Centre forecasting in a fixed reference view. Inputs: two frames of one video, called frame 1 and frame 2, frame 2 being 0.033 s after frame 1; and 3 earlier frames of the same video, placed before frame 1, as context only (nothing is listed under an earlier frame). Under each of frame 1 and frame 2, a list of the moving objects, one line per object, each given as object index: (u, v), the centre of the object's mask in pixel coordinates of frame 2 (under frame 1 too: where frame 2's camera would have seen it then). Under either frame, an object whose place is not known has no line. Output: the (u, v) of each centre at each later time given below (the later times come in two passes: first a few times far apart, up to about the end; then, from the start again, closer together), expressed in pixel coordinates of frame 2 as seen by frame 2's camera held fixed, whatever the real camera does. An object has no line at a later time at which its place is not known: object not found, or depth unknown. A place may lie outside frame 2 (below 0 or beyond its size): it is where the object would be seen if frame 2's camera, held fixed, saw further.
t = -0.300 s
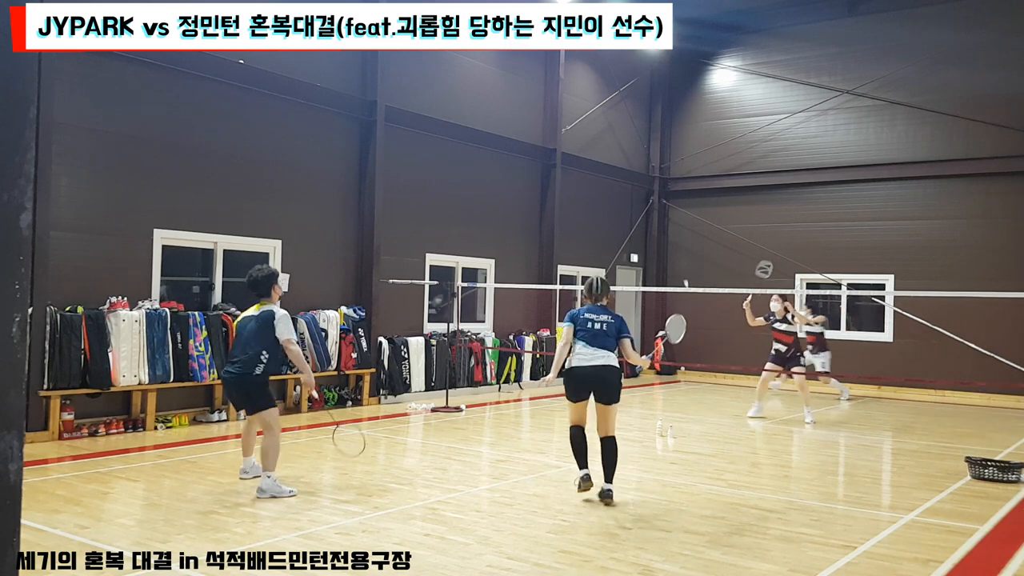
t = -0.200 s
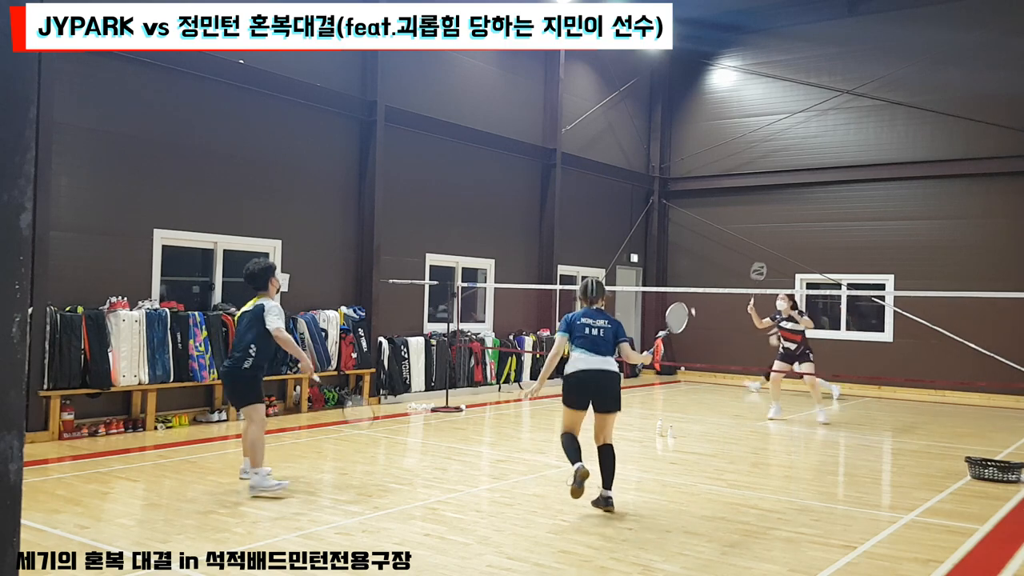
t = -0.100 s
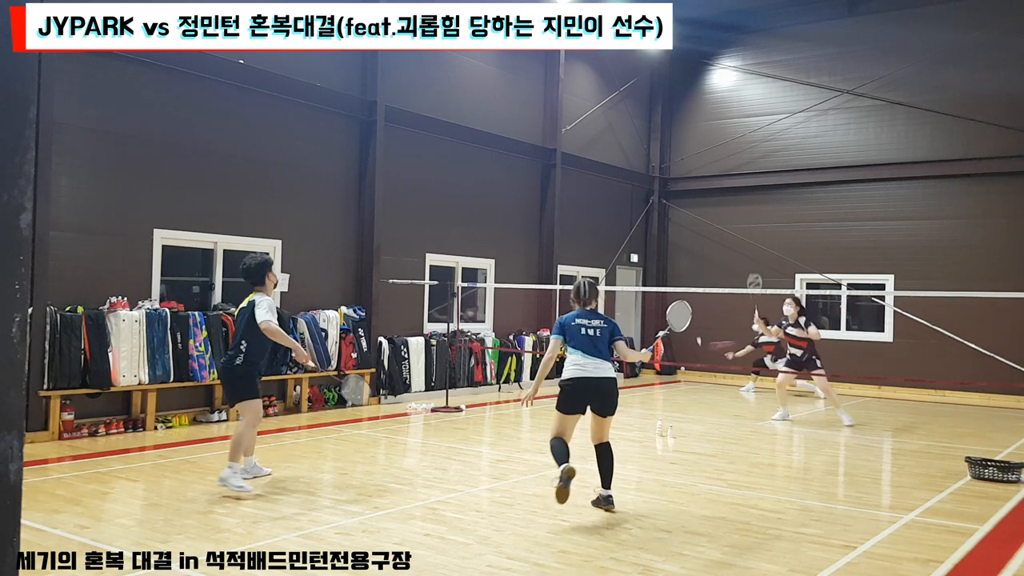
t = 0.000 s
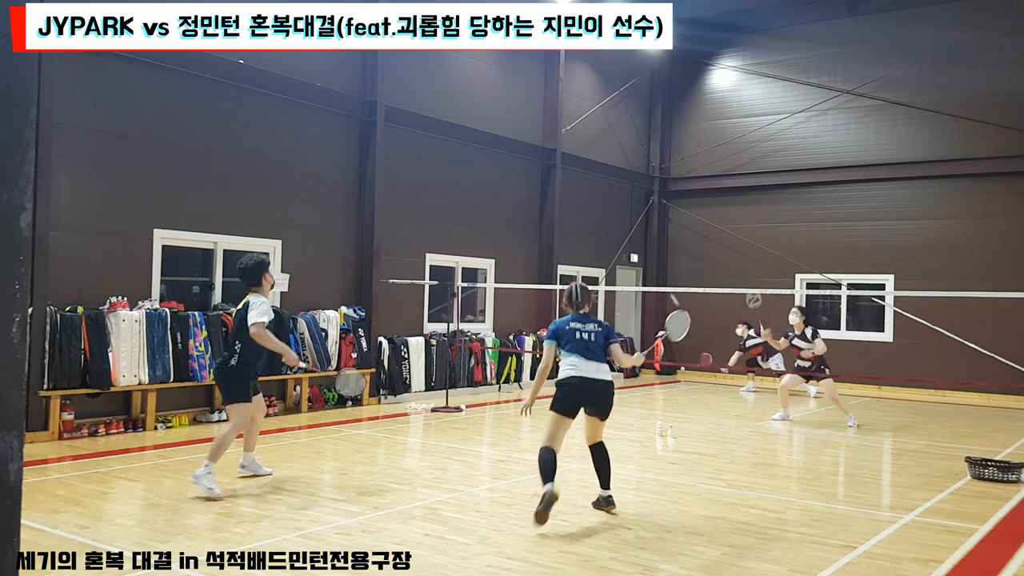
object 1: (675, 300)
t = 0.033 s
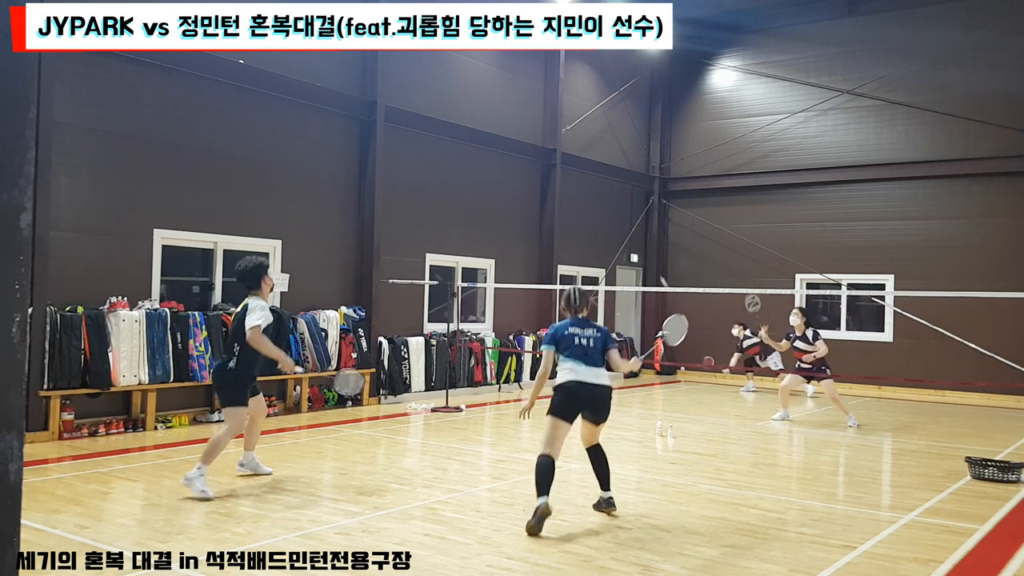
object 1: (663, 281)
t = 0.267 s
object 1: (606, 199)
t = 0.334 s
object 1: (591, 185)
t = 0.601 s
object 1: (536, 166)
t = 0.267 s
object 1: (606, 199)
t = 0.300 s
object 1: (598, 192)
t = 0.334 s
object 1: (591, 185)
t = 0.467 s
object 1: (563, 169)
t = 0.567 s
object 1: (543, 165)
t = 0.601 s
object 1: (536, 166)
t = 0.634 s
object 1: (529, 167)
